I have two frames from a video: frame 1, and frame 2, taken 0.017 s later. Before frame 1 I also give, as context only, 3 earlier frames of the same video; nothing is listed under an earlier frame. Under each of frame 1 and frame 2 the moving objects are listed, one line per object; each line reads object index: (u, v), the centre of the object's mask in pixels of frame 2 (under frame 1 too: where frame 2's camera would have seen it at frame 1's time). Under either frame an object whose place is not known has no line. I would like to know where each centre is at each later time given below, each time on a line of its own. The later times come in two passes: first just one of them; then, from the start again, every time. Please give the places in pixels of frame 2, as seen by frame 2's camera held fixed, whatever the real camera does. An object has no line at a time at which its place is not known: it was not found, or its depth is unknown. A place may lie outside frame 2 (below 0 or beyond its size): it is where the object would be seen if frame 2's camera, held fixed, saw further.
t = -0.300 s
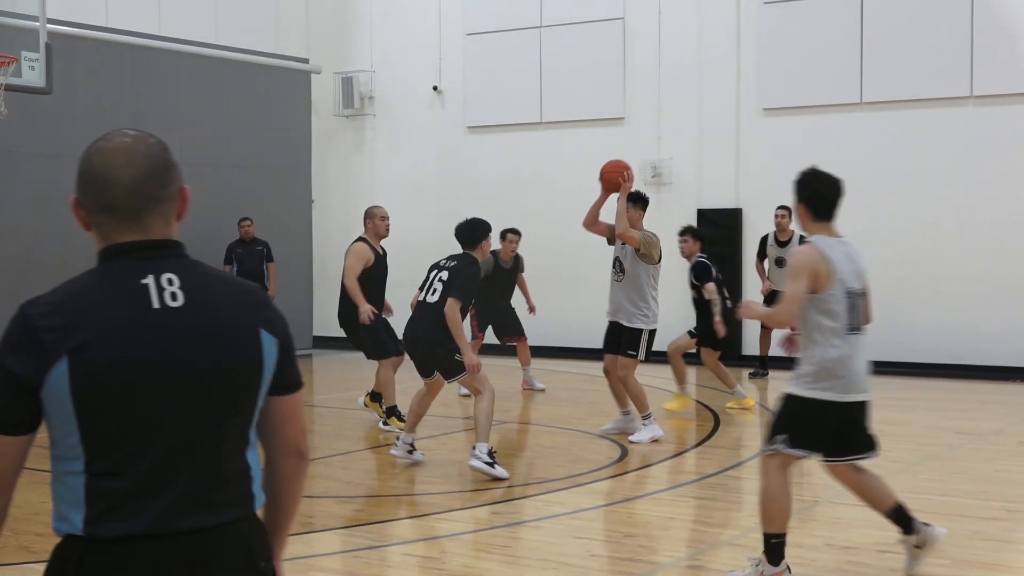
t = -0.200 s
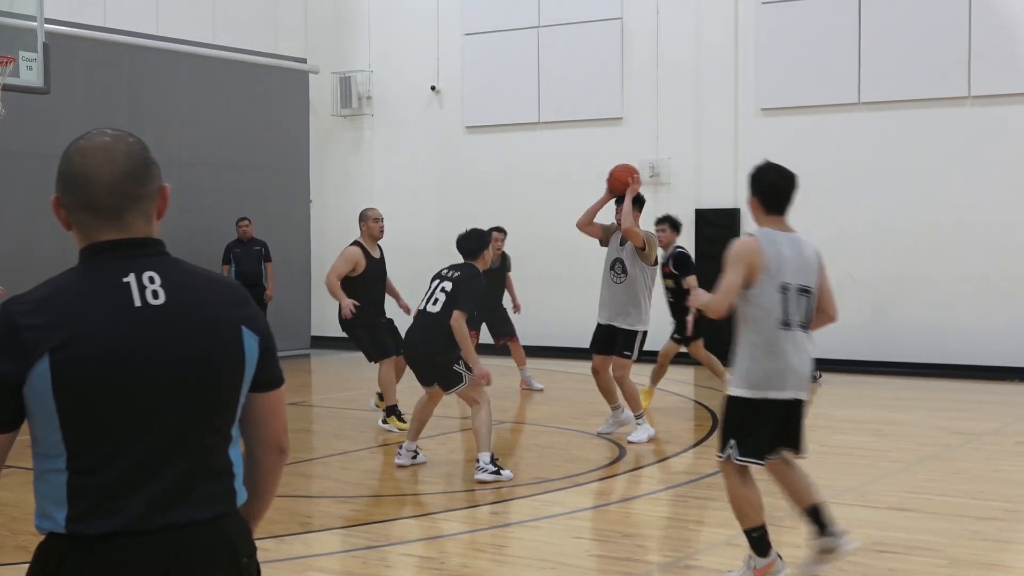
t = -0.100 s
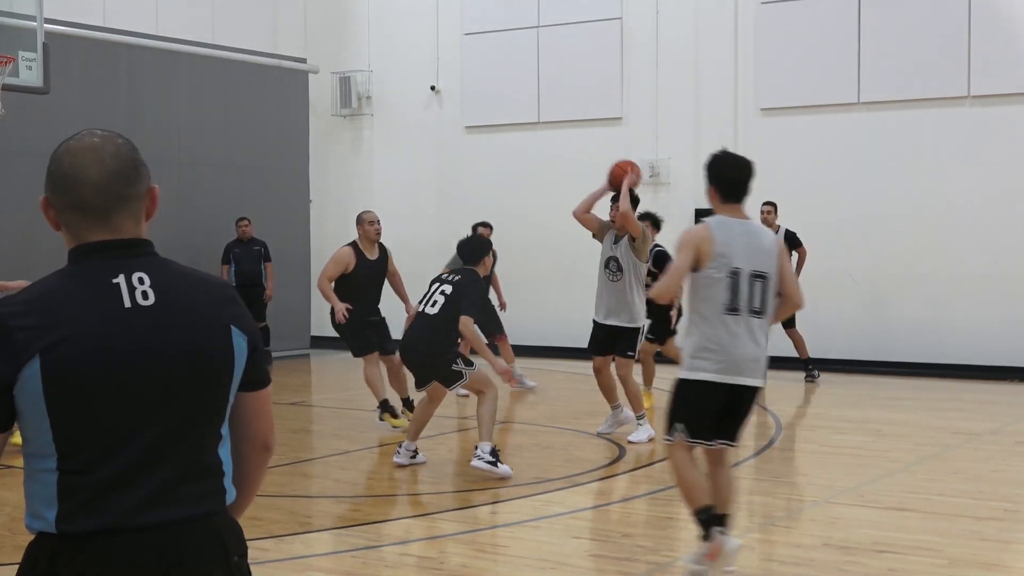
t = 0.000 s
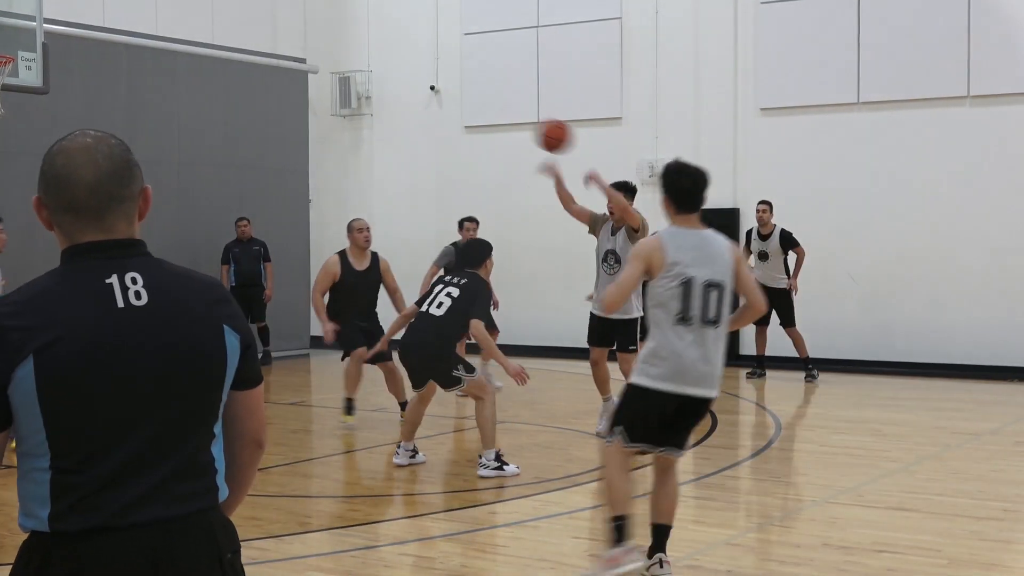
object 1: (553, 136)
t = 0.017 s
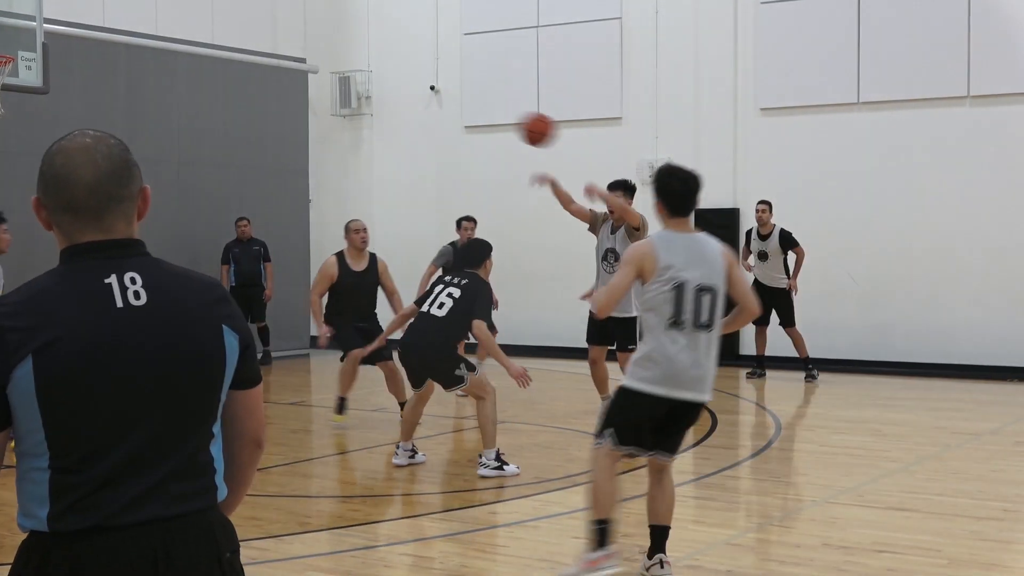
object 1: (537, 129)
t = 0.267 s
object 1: (233, 74)
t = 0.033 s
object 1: (519, 123)
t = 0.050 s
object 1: (502, 117)
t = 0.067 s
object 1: (483, 112)
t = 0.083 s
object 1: (465, 106)
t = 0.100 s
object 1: (447, 102)
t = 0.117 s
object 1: (427, 97)
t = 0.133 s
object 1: (407, 93)
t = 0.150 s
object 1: (388, 89)
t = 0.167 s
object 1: (368, 86)
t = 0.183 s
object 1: (345, 83)
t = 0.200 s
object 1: (325, 80)
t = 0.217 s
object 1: (302, 78)
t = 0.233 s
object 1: (280, 77)
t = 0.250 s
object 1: (257, 75)
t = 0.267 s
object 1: (233, 74)
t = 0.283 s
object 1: (209, 73)
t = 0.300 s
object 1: (183, 74)
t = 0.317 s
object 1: (157, 74)
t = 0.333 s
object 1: (132, 75)
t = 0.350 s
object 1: (107, 77)
